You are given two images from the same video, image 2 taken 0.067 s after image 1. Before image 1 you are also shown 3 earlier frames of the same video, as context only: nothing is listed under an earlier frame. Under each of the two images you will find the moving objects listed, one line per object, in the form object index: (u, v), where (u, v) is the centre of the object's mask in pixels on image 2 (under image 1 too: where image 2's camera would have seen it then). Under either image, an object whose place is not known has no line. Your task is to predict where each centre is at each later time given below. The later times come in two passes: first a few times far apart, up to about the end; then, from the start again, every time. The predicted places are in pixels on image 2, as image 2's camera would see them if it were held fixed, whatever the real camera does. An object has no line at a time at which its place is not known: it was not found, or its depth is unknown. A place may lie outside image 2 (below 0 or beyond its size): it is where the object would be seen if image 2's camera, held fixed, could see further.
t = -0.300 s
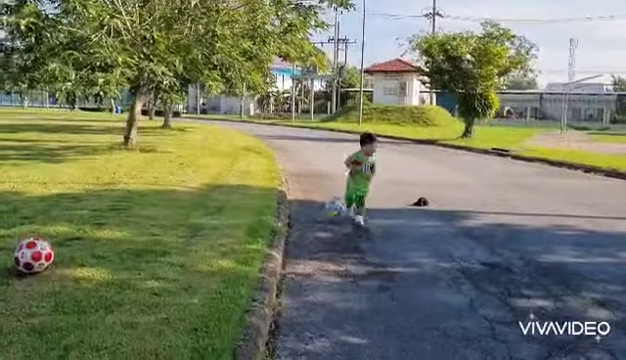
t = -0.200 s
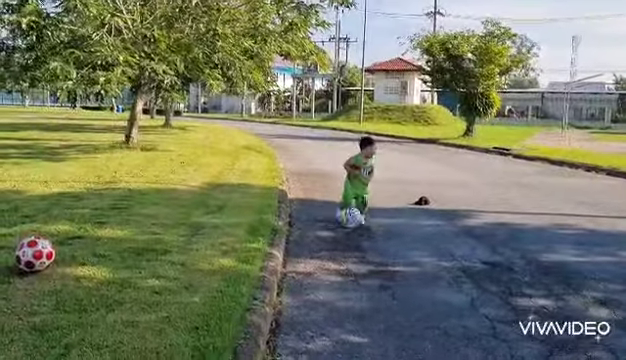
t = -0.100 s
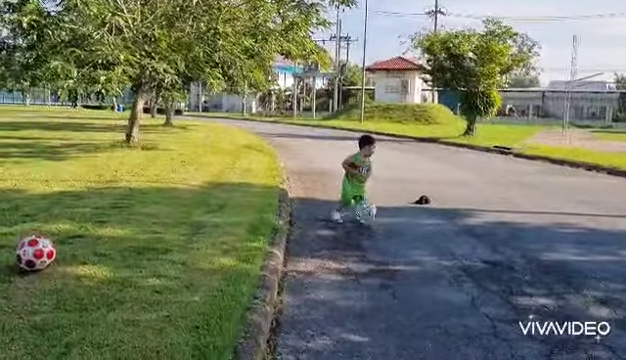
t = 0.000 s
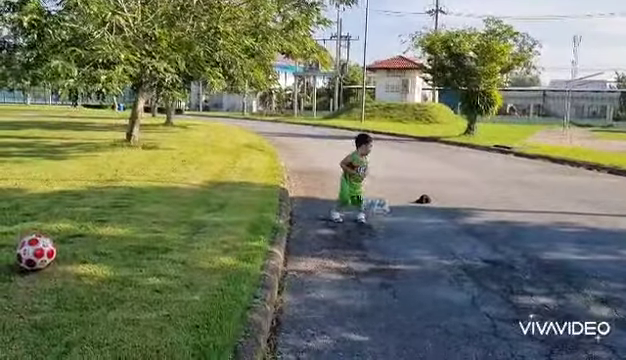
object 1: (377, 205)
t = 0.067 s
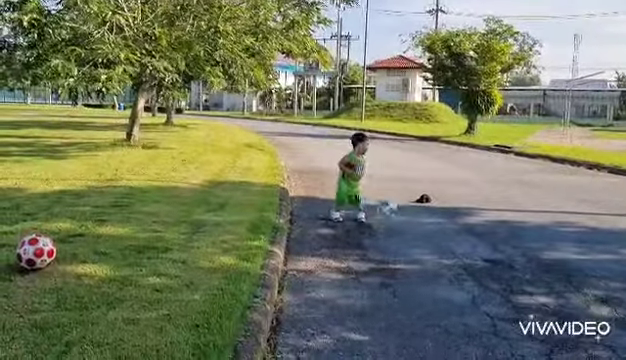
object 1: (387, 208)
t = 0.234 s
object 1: (409, 214)
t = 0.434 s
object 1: (440, 216)
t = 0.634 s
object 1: (462, 216)
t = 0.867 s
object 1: (493, 216)
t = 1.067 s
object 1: (513, 218)
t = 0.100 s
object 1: (389, 209)
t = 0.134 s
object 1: (394, 213)
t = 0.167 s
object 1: (398, 217)
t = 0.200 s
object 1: (405, 214)
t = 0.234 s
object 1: (409, 214)
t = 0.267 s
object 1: (414, 212)
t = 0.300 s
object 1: (421, 213)
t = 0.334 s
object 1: (426, 212)
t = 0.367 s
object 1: (429, 217)
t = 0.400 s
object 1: (435, 216)
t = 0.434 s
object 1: (440, 216)
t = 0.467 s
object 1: (444, 217)
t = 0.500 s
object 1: (448, 216)
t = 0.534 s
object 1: (451, 215)
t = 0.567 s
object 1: (454, 215)
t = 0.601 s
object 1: (458, 215)
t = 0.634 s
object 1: (462, 216)
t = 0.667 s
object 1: (466, 219)
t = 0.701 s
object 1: (469, 219)
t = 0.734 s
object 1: (477, 219)
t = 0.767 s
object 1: (479, 219)
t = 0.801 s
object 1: (485, 218)
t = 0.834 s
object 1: (488, 218)
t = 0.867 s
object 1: (493, 216)
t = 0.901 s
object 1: (495, 217)
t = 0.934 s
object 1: (500, 218)
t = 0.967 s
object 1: (505, 218)
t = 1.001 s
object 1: (507, 217)
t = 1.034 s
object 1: (510, 217)
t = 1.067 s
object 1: (513, 218)
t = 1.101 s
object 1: (518, 217)
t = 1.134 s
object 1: (521, 217)
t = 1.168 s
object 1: (525, 217)
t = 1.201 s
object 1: (529, 217)
